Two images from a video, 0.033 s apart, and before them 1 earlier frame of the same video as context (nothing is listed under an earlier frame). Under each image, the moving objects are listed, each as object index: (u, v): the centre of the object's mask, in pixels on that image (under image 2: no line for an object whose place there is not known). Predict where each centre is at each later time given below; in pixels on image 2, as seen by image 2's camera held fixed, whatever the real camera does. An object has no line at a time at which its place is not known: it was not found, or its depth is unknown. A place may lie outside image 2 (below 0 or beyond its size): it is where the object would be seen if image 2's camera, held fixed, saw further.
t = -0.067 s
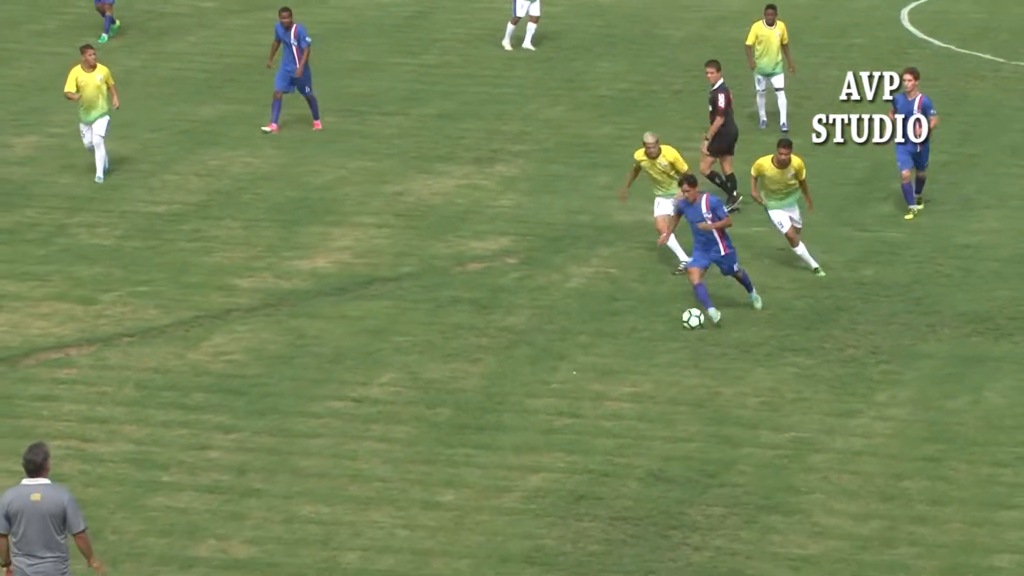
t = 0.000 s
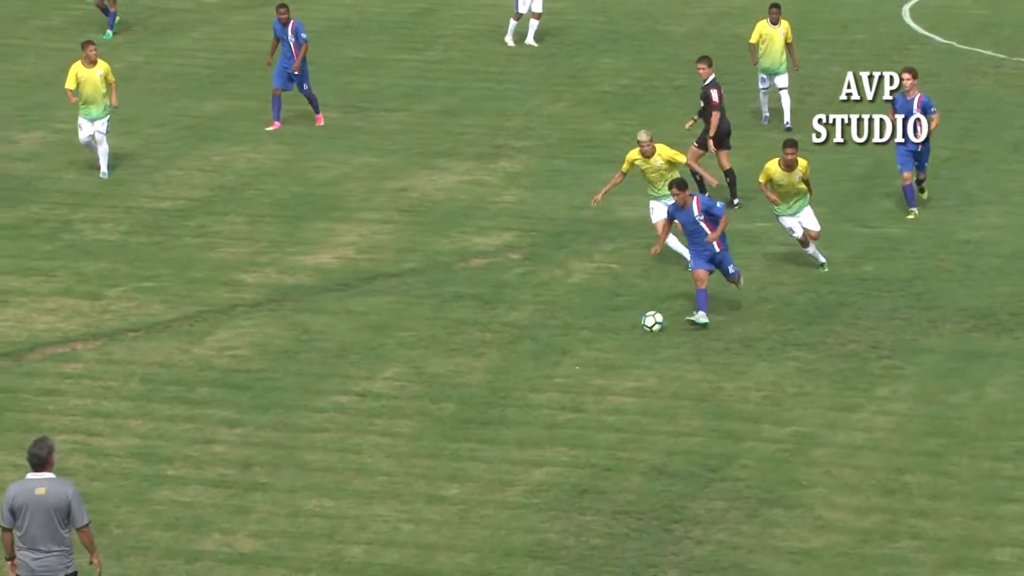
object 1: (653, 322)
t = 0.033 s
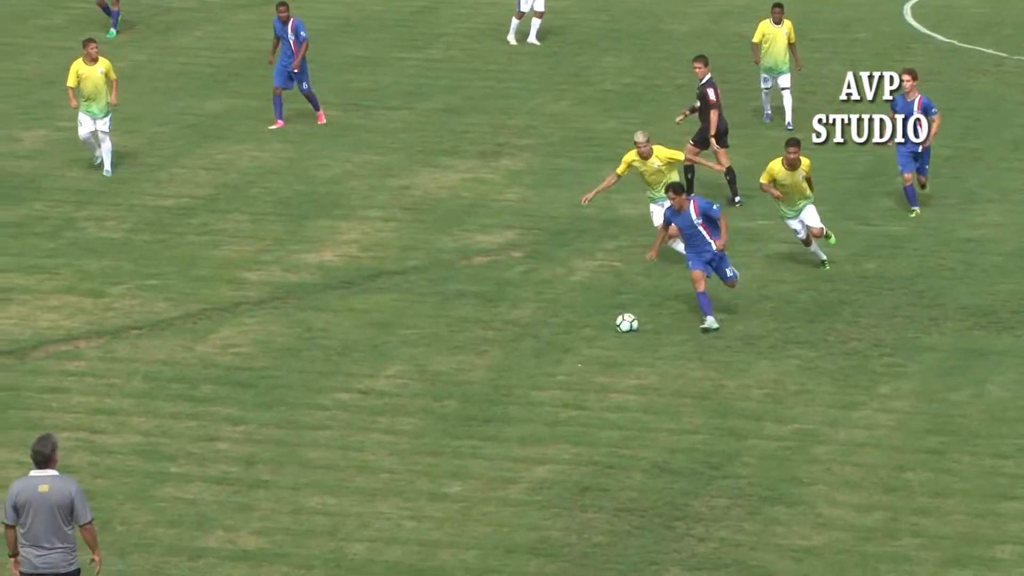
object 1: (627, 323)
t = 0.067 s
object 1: (600, 326)
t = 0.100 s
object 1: (573, 329)
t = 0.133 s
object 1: (549, 332)
